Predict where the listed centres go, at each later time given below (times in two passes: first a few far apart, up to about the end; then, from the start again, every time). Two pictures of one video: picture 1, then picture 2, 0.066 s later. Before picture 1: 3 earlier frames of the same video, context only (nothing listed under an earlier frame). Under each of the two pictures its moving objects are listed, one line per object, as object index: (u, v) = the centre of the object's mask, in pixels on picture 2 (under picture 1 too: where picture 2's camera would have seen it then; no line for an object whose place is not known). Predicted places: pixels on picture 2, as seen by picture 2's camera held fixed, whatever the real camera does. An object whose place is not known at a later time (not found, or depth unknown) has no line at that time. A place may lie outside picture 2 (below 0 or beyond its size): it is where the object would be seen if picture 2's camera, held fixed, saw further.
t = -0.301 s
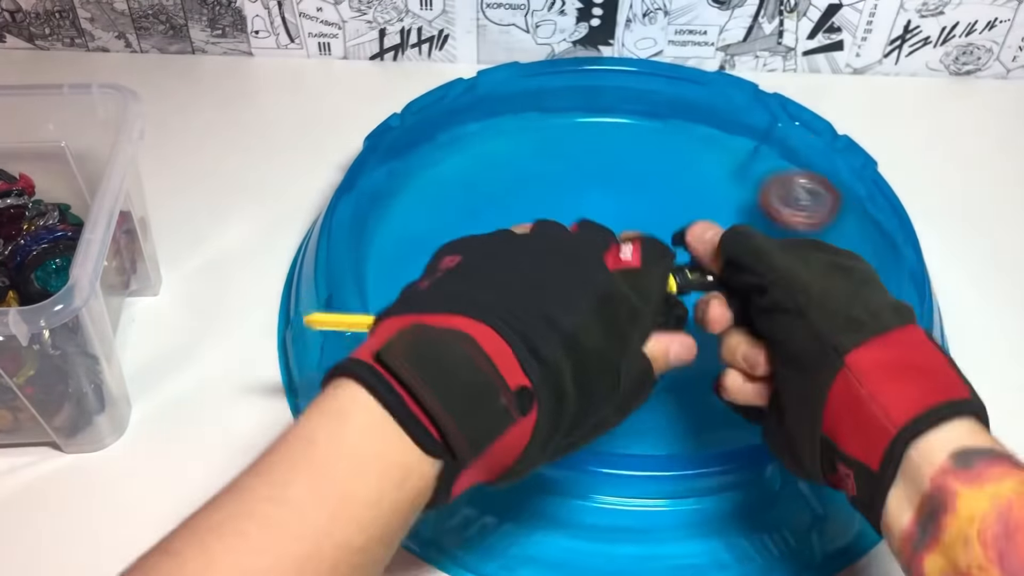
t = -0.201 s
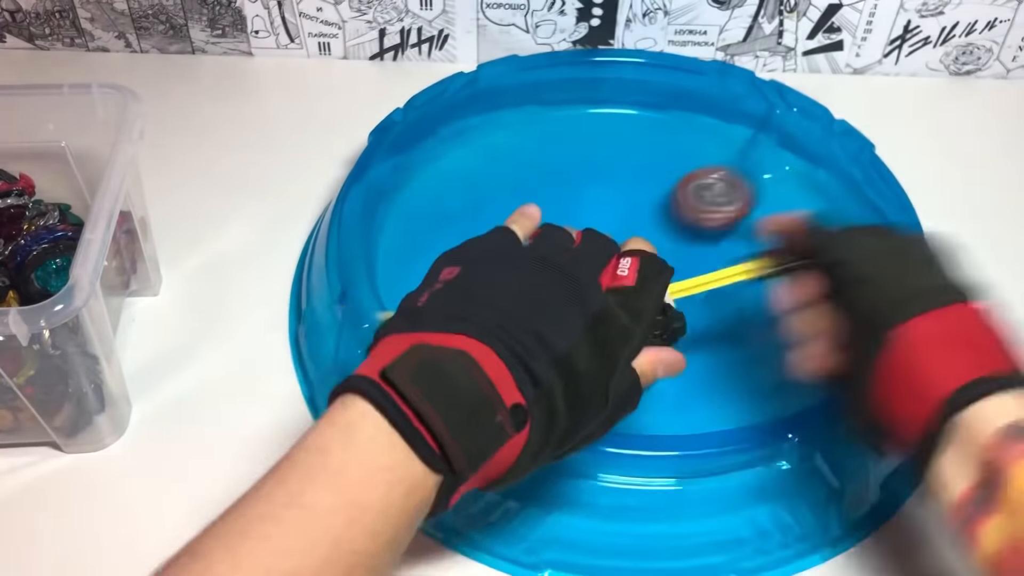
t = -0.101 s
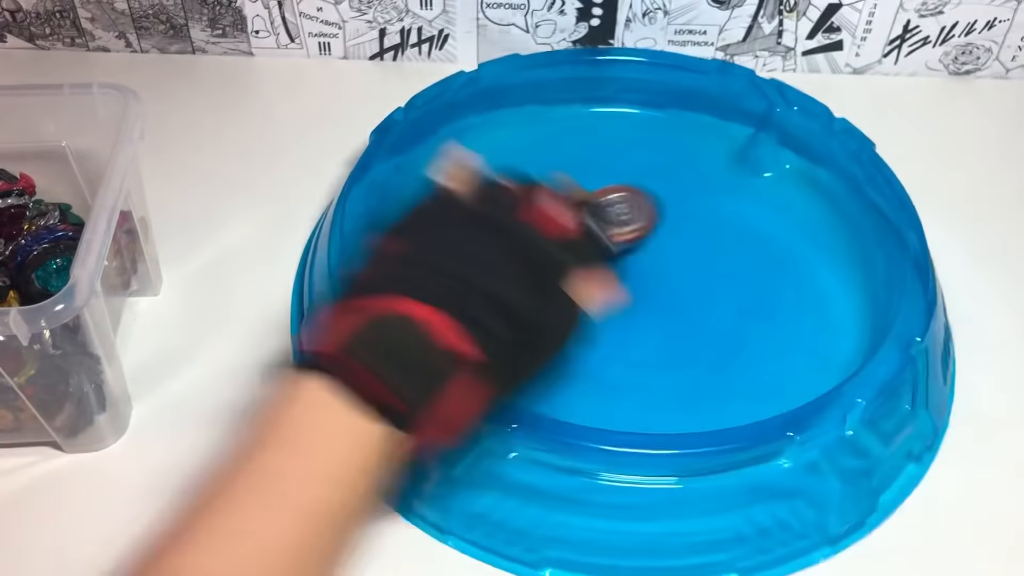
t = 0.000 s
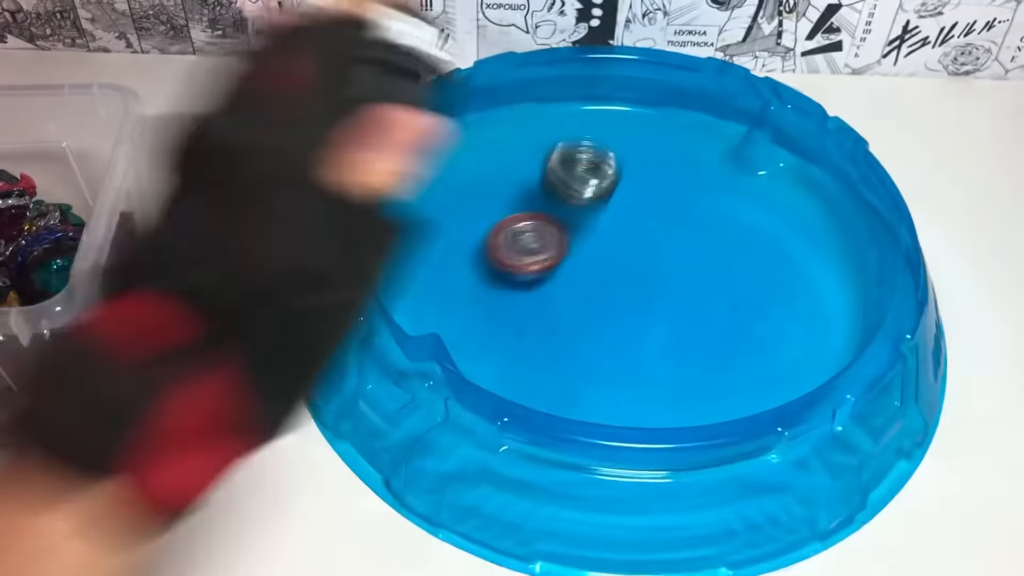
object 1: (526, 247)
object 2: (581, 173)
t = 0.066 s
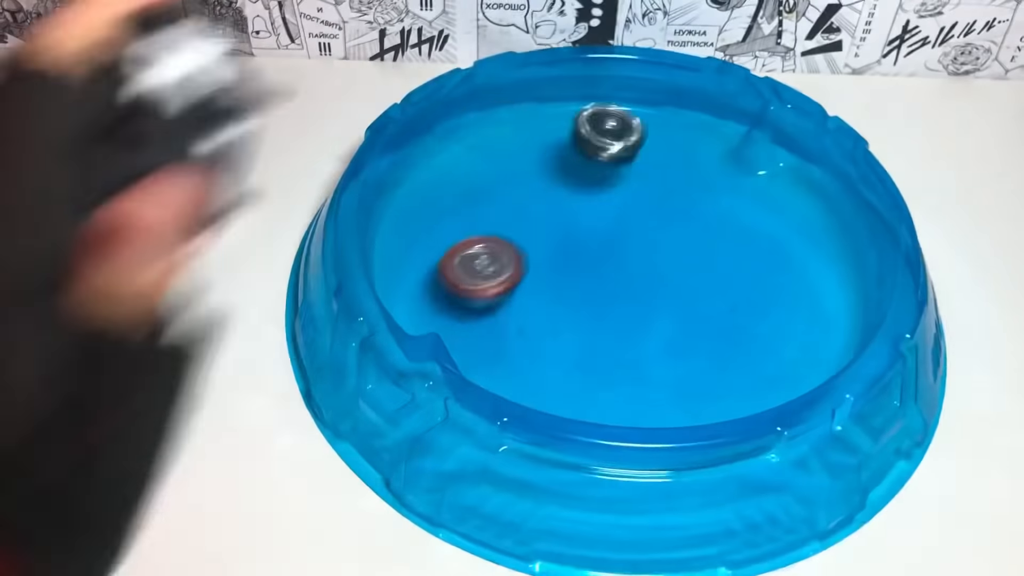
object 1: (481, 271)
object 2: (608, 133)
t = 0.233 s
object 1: (464, 308)
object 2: (579, 75)
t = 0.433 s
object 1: (566, 308)
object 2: (488, 159)
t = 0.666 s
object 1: (656, 246)
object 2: (602, 306)
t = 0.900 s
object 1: (585, 170)
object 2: (805, 203)
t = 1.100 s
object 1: (488, 194)
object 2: (652, 184)
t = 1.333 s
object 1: (513, 326)
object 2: (595, 316)
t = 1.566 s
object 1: (719, 385)
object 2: (829, 318)
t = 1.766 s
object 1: (846, 282)
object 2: (743, 173)
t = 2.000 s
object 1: (756, 181)
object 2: (496, 222)
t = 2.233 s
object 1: (579, 253)
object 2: (579, 328)
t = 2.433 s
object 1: (522, 327)
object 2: (753, 279)
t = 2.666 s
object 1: (633, 402)
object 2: (672, 129)
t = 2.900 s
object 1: (765, 314)
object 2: (449, 196)
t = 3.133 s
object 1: (640, 174)
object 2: (530, 384)
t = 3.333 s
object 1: (475, 133)
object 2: (773, 331)
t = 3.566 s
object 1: (381, 232)
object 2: (708, 180)
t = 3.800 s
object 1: (536, 336)
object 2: (527, 248)
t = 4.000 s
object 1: (713, 282)
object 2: (510, 367)
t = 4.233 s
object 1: (735, 160)
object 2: (710, 343)
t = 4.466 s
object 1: (653, 140)
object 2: (633, 225)
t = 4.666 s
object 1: (543, 128)
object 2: (465, 212)
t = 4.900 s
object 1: (485, 237)
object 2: (396, 305)
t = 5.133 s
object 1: (687, 276)
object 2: (519, 348)
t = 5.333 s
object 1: (785, 219)
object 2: (595, 254)
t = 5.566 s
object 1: (668, 190)
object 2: (513, 157)
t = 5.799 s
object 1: (548, 263)
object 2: (443, 232)
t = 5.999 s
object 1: (674, 390)
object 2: (417, 188)
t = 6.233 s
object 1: (723, 311)
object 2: (446, 201)
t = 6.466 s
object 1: (654, 238)
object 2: (574, 208)
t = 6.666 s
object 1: (637, 252)
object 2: (618, 154)
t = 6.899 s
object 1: (618, 287)
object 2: (613, 177)
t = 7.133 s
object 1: (630, 313)
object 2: (670, 260)
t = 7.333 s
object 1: (628, 324)
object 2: (754, 292)
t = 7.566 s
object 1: (608, 306)
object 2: (736, 283)
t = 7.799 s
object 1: (525, 271)
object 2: (639, 316)
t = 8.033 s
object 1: (454, 247)
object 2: (571, 375)
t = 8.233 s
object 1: (445, 227)
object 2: (582, 394)
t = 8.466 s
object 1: (486, 213)
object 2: (576, 326)
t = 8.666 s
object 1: (562, 179)
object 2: (525, 296)
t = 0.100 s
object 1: (466, 283)
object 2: (618, 134)
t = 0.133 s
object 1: (454, 297)
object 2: (616, 123)
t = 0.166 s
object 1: (450, 309)
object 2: (604, 92)
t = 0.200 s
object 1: (455, 305)
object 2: (592, 75)
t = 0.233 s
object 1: (464, 308)
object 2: (579, 75)
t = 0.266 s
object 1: (477, 306)
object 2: (567, 85)
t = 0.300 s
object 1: (491, 305)
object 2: (551, 114)
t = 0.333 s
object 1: (508, 306)
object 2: (537, 133)
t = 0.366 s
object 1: (527, 307)
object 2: (521, 131)
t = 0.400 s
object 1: (547, 306)
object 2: (503, 141)
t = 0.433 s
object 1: (566, 308)
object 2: (488, 159)
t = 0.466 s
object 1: (586, 307)
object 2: (480, 174)
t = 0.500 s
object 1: (605, 304)
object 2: (472, 198)
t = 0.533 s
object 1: (622, 298)
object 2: (479, 219)
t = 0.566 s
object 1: (635, 288)
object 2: (494, 248)
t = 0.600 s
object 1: (646, 275)
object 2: (519, 272)
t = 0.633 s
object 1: (653, 261)
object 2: (557, 292)
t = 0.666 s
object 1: (656, 246)
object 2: (602, 306)
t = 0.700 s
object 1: (655, 231)
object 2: (648, 312)
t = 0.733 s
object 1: (650, 219)
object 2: (698, 311)
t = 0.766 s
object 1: (642, 207)
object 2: (744, 300)
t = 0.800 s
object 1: (631, 195)
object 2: (785, 280)
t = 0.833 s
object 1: (617, 184)
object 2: (820, 256)
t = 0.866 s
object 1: (602, 176)
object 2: (822, 226)
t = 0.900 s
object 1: (585, 170)
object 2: (805, 203)
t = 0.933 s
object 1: (567, 168)
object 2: (786, 188)
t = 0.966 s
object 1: (549, 167)
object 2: (762, 167)
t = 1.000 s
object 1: (531, 169)
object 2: (733, 167)
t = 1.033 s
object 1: (514, 175)
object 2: (708, 171)
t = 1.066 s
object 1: (500, 183)
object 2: (681, 182)
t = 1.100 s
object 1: (488, 194)
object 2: (652, 184)
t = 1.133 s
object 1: (480, 208)
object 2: (622, 195)
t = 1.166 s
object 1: (475, 226)
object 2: (600, 208)
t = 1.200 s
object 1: (476, 244)
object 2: (579, 225)
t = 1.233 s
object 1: (482, 265)
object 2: (567, 244)
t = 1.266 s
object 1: (495, 285)
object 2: (563, 266)
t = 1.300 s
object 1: (502, 305)
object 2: (574, 289)
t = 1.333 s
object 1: (513, 326)
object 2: (595, 316)
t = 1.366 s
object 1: (530, 344)
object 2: (624, 341)
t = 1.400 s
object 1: (553, 358)
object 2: (663, 362)
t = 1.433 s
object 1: (580, 370)
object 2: (711, 378)
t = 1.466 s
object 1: (611, 379)
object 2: (759, 378)
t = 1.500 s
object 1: (646, 386)
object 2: (791, 359)
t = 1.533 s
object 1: (682, 388)
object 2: (814, 346)
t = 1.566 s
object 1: (719, 385)
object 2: (829, 318)
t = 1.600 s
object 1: (752, 378)
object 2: (837, 294)
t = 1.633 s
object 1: (782, 366)
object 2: (835, 264)
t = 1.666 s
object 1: (807, 350)
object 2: (824, 236)
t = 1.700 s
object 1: (827, 328)
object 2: (805, 210)
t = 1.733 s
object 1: (840, 306)
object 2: (778, 186)
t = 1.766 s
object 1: (846, 282)
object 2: (743, 173)
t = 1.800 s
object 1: (848, 259)
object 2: (702, 172)
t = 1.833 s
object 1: (843, 236)
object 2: (664, 170)
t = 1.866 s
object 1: (833, 212)
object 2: (626, 172)
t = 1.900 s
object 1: (819, 190)
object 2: (590, 179)
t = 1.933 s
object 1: (800, 169)
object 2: (555, 190)
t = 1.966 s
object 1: (780, 167)
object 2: (522, 205)
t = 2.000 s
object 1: (756, 181)
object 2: (496, 222)
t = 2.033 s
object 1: (730, 192)
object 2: (475, 245)
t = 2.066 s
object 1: (702, 199)
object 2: (462, 268)
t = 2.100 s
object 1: (676, 207)
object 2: (457, 295)
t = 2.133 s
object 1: (649, 216)
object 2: (479, 312)
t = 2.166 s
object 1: (624, 228)
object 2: (509, 319)
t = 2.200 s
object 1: (600, 240)
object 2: (543, 325)
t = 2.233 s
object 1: (579, 253)
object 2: (579, 328)
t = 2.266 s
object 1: (560, 267)
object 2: (617, 325)
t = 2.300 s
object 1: (545, 278)
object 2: (657, 331)
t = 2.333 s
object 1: (533, 289)
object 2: (688, 321)
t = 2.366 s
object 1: (526, 300)
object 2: (717, 314)
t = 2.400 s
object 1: (522, 314)
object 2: (738, 298)
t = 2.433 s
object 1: (522, 327)
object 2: (753, 279)
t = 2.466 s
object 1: (526, 341)
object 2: (761, 257)
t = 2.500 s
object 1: (535, 356)
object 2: (762, 234)
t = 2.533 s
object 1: (547, 368)
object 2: (759, 207)
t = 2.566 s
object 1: (562, 381)
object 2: (745, 185)
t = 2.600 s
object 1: (583, 392)
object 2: (725, 165)
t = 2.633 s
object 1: (606, 399)
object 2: (701, 144)
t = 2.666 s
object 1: (633, 402)
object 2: (672, 129)
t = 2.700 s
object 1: (661, 402)
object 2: (638, 120)
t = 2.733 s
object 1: (690, 398)
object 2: (603, 115)
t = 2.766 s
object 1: (717, 389)
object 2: (567, 120)
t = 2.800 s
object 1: (736, 372)
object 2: (533, 132)
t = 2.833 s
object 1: (755, 356)
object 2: (501, 148)
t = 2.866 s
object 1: (763, 336)
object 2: (472, 171)
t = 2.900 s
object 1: (765, 314)
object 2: (449, 196)
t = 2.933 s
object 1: (759, 290)
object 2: (433, 225)
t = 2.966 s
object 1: (747, 268)
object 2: (424, 255)
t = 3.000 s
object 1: (731, 245)
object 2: (426, 285)
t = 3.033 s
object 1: (711, 226)
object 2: (437, 314)
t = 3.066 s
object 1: (689, 207)
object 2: (459, 344)
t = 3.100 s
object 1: (666, 188)
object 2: (490, 367)
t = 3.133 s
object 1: (640, 174)
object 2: (530, 384)
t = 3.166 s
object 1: (613, 160)
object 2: (576, 396)
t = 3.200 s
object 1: (585, 149)
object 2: (625, 400)
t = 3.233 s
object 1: (557, 142)
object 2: (670, 393)
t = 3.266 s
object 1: (529, 136)
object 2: (713, 379)
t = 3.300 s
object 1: (501, 133)
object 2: (748, 357)
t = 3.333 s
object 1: (475, 133)
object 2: (773, 331)
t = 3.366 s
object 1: (449, 138)
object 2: (788, 301)
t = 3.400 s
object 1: (427, 143)
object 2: (792, 269)
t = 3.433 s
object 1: (410, 158)
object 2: (786, 238)
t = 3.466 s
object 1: (397, 174)
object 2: (772, 209)
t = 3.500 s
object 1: (387, 192)
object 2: (754, 182)
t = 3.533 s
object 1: (382, 212)
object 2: (732, 170)
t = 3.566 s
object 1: (381, 232)
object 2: (708, 180)
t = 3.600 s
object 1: (385, 254)
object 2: (680, 197)
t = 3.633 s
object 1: (395, 277)
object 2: (652, 203)
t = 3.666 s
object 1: (410, 297)
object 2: (621, 206)
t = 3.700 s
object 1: (432, 314)
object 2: (594, 214)
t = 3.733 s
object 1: (465, 326)
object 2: (569, 223)
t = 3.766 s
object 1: (500, 332)
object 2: (546, 234)
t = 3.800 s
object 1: (536, 336)
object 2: (527, 248)
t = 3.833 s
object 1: (572, 336)
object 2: (509, 266)
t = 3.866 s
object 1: (605, 334)
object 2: (497, 284)
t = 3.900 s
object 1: (637, 325)
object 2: (491, 303)
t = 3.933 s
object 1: (666, 314)
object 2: (490, 325)
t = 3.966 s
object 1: (692, 299)
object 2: (495, 350)
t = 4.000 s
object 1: (713, 282)
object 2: (510, 367)
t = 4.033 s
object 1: (728, 263)
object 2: (534, 380)
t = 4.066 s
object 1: (740, 244)
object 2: (565, 391)
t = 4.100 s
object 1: (748, 224)
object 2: (598, 393)
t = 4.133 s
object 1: (751, 206)
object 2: (632, 390)
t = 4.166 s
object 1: (749, 188)
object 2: (665, 382)
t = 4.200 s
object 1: (743, 171)
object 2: (693, 366)
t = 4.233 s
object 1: (735, 160)
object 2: (710, 343)
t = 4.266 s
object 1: (726, 166)
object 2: (720, 316)
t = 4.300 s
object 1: (715, 170)
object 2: (722, 289)
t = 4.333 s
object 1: (701, 176)
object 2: (716, 264)
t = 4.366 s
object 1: (690, 177)
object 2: (702, 245)
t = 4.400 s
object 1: (679, 163)
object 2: (682, 239)
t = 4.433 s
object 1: (666, 151)
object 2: (658, 233)
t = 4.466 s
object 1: (653, 140)
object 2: (633, 225)
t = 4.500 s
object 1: (638, 132)
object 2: (605, 218)
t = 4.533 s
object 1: (621, 126)
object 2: (575, 212)
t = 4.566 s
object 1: (603, 122)
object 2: (545, 208)
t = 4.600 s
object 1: (583, 121)
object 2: (516, 207)
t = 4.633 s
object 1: (562, 122)
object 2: (489, 208)
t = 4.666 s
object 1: (543, 128)
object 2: (465, 212)
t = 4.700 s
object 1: (524, 136)
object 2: (440, 218)
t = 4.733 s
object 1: (508, 149)
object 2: (420, 226)
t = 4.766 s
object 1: (495, 164)
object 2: (398, 240)
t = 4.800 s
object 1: (486, 181)
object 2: (382, 255)
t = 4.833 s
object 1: (481, 199)
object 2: (375, 269)
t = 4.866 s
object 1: (481, 217)
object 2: (380, 289)
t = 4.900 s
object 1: (485, 237)
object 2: (396, 305)
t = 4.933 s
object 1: (493, 256)
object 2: (418, 315)
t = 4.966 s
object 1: (506, 275)
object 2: (442, 325)
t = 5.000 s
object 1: (541, 283)
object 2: (444, 332)
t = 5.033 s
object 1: (582, 284)
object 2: (450, 342)
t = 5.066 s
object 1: (621, 284)
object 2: (469, 352)
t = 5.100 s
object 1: (656, 280)
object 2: (492, 353)
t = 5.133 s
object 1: (687, 276)
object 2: (519, 348)
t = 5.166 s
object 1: (713, 269)
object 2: (541, 339)
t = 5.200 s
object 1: (734, 261)
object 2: (562, 325)
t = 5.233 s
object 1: (752, 251)
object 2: (577, 309)
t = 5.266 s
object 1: (766, 241)
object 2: (587, 291)
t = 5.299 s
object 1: (778, 230)
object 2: (593, 273)
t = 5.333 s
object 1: (785, 219)
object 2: (595, 254)
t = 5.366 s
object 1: (774, 212)
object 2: (593, 235)
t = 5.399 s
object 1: (761, 205)
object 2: (588, 217)
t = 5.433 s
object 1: (748, 198)
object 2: (579, 200)
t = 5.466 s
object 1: (731, 193)
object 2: (566, 185)
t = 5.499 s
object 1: (711, 189)
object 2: (550, 174)
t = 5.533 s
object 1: (690, 188)
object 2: (532, 163)
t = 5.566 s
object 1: (668, 190)
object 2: (513, 157)
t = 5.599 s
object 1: (646, 195)
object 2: (494, 154)
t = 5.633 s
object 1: (625, 203)
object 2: (474, 158)
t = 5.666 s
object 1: (604, 213)
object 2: (456, 166)
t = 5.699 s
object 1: (587, 224)
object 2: (444, 177)
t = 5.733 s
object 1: (571, 236)
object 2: (435, 194)
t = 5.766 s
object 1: (559, 249)
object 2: (437, 209)
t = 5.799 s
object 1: (548, 263)
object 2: (443, 232)
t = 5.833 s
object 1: (541, 278)
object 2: (458, 247)
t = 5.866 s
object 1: (554, 307)
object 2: (458, 244)
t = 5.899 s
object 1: (586, 349)
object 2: (443, 225)
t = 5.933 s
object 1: (621, 385)
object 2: (434, 209)
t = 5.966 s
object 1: (653, 398)
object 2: (425, 196)
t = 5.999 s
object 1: (674, 390)
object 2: (417, 188)
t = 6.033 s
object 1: (692, 392)
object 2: (410, 178)
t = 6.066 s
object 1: (706, 378)
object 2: (411, 179)
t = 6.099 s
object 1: (716, 369)
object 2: (415, 183)
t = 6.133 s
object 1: (722, 354)
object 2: (419, 188)
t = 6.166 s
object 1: (726, 341)
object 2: (425, 192)
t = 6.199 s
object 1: (726, 327)
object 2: (434, 196)
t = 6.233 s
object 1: (723, 311)
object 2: (446, 201)
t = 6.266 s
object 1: (716, 299)
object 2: (459, 207)
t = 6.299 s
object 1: (707, 287)
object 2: (477, 210)
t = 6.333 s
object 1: (698, 275)
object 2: (496, 213)
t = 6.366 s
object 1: (688, 265)
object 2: (517, 214)
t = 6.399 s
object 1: (677, 255)
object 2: (537, 213)
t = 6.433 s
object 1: (665, 246)
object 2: (556, 211)
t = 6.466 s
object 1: (654, 238)
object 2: (574, 208)
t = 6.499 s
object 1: (646, 235)
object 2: (585, 199)
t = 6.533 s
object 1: (647, 241)
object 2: (594, 188)
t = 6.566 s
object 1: (646, 245)
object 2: (602, 178)
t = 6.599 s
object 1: (643, 247)
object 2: (610, 168)
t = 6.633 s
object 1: (640, 249)
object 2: (615, 160)
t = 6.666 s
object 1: (637, 252)
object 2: (618, 154)
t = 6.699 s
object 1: (633, 255)
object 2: (618, 150)
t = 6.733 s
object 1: (629, 259)
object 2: (618, 148)
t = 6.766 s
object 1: (625, 264)
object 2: (615, 150)
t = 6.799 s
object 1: (622, 269)
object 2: (615, 153)
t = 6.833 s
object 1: (619, 275)
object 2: (613, 158)
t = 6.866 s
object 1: (618, 280)
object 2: (612, 167)
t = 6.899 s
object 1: (618, 287)
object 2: (613, 177)
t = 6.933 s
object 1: (618, 292)
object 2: (614, 191)
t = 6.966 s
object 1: (619, 297)
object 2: (618, 204)
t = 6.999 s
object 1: (621, 302)
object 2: (624, 217)
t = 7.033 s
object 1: (623, 305)
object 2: (632, 230)
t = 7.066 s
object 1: (626, 309)
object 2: (643, 241)
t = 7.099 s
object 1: (628, 311)
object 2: (656, 251)
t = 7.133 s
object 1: (630, 313)
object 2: (670, 260)
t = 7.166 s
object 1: (631, 316)
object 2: (686, 271)
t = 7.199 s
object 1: (630, 319)
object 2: (699, 280)
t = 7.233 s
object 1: (630, 321)
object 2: (712, 286)
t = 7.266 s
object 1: (630, 323)
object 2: (726, 291)
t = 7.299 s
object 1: (629, 324)
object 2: (742, 292)
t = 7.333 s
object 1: (628, 324)
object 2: (754, 292)
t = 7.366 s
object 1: (627, 323)
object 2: (763, 290)
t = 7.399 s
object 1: (625, 321)
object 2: (767, 289)
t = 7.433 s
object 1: (623, 319)
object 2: (767, 287)
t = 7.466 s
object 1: (620, 317)
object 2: (764, 285)
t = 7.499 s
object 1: (616, 314)
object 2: (757, 283)
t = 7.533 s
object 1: (613, 311)
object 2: (747, 283)
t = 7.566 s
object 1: (608, 306)
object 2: (736, 283)
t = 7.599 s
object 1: (603, 303)
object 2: (721, 285)
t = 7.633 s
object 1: (597, 298)
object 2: (706, 288)
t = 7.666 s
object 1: (590, 294)
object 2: (689, 290)
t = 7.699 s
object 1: (582, 290)
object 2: (670, 295)
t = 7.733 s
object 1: (562, 284)
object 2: (660, 300)
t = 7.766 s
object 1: (542, 278)
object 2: (650, 308)
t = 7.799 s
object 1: (525, 271)
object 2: (639, 316)
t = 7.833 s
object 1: (508, 265)
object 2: (628, 323)
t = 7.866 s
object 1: (493, 260)
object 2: (617, 334)
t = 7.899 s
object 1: (481, 256)
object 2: (606, 340)
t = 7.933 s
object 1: (472, 254)
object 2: (594, 352)
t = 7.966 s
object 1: (464, 251)
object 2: (584, 360)
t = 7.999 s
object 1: (459, 249)
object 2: (576, 369)
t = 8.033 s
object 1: (454, 247)
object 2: (571, 375)
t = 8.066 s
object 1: (450, 244)
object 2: (568, 383)
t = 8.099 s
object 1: (446, 241)
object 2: (567, 390)
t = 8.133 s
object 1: (444, 239)
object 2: (569, 394)
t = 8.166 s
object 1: (443, 236)
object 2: (573, 397)
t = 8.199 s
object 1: (443, 232)
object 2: (578, 397)
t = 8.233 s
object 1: (445, 227)
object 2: (582, 394)
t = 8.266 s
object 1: (447, 226)
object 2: (586, 389)
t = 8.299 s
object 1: (450, 221)
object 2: (589, 382)
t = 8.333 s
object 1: (454, 219)
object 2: (592, 373)
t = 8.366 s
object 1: (460, 216)
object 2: (591, 362)
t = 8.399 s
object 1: (467, 215)
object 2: (584, 354)
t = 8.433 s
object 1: (476, 214)
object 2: (582, 339)
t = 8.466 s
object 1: (486, 213)
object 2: (576, 326)
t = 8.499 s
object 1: (497, 213)
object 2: (570, 316)
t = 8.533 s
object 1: (508, 212)
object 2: (561, 306)
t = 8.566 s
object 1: (520, 212)
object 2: (553, 295)
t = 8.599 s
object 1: (532, 211)
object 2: (546, 285)
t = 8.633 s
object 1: (548, 199)
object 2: (535, 288)
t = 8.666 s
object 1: (562, 179)
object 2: (525, 296)
